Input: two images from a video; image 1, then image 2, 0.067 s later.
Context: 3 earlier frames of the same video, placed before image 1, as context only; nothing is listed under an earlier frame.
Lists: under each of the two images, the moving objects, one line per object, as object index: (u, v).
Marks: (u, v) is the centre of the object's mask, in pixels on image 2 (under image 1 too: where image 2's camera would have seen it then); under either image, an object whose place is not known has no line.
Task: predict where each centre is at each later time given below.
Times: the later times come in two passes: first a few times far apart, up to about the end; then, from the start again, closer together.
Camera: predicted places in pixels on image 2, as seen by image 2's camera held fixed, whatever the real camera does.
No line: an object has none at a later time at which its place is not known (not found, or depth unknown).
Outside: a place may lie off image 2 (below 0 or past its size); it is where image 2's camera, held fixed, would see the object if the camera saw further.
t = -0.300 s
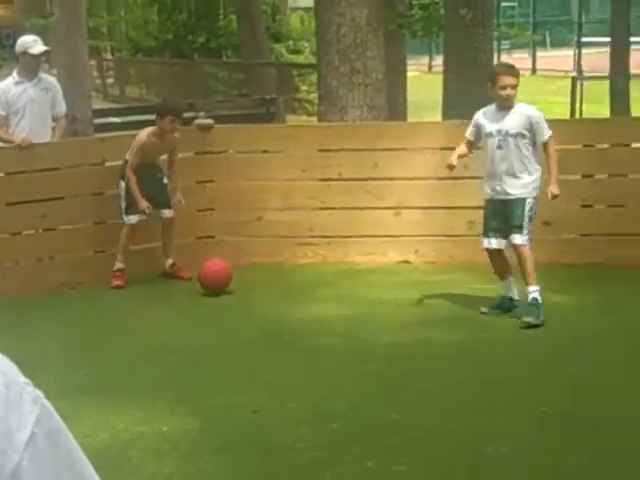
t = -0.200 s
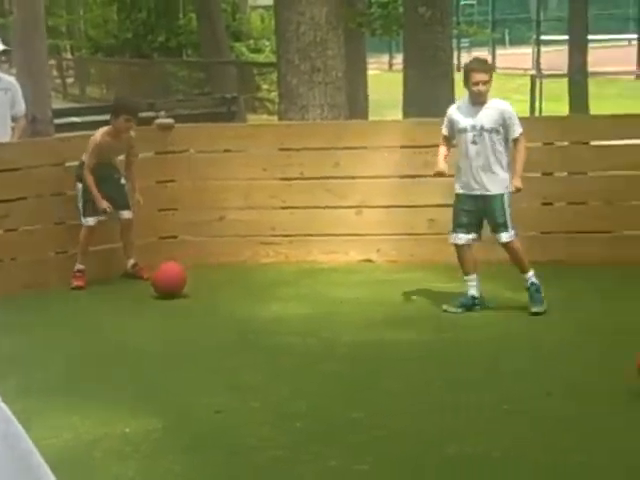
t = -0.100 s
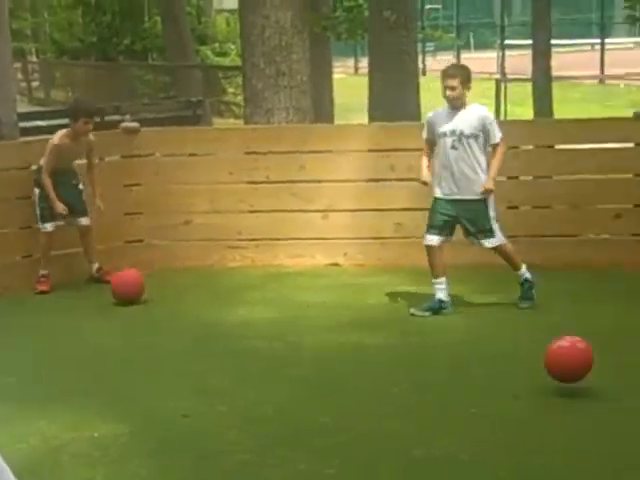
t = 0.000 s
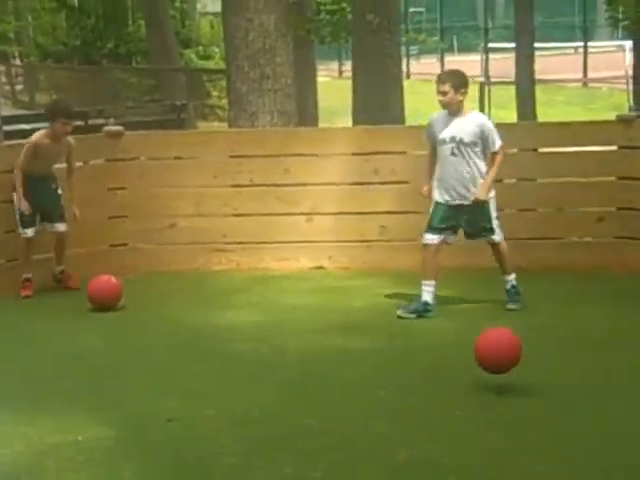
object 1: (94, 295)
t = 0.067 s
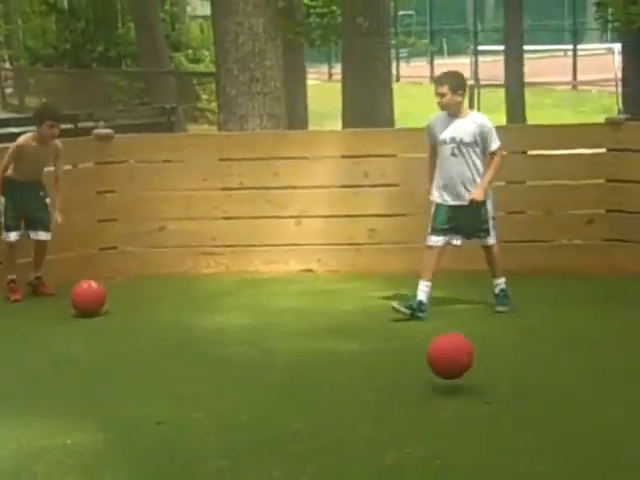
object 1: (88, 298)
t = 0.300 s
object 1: (68, 305)
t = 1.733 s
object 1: (185, 201)
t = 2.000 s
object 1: (312, 278)
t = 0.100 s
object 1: (85, 300)
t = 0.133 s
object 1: (82, 301)
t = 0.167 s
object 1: (79, 301)
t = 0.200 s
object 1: (77, 302)
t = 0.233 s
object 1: (73, 303)
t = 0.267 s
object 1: (70, 304)
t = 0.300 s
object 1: (68, 305)
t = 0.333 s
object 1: (70, 306)
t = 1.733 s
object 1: (185, 201)
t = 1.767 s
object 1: (194, 202)
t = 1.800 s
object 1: (204, 206)
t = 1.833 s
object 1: (220, 211)
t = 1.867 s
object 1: (238, 220)
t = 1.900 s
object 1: (256, 231)
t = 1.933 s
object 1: (274, 245)
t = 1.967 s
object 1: (293, 260)
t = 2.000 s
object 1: (312, 278)
